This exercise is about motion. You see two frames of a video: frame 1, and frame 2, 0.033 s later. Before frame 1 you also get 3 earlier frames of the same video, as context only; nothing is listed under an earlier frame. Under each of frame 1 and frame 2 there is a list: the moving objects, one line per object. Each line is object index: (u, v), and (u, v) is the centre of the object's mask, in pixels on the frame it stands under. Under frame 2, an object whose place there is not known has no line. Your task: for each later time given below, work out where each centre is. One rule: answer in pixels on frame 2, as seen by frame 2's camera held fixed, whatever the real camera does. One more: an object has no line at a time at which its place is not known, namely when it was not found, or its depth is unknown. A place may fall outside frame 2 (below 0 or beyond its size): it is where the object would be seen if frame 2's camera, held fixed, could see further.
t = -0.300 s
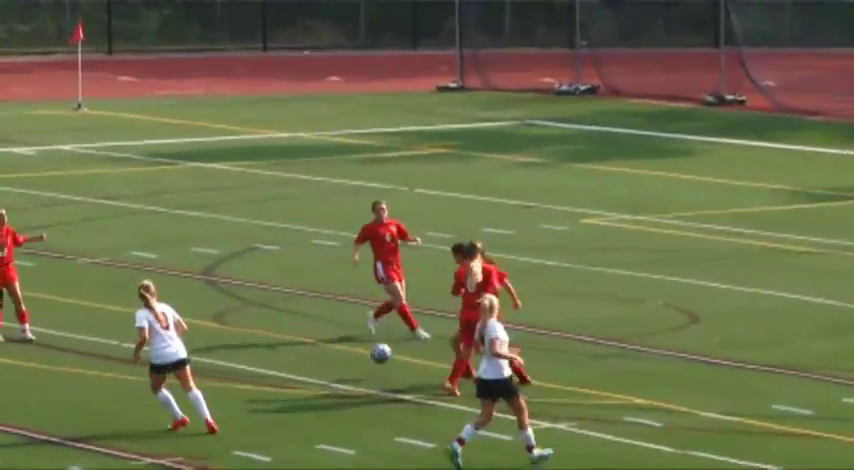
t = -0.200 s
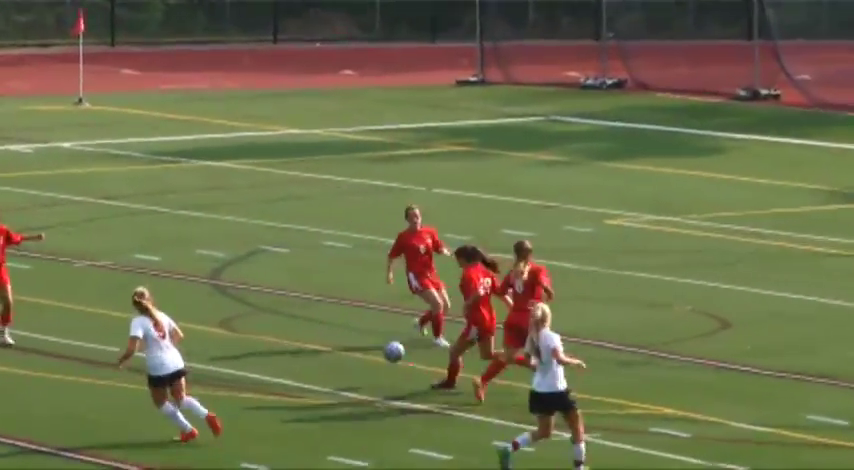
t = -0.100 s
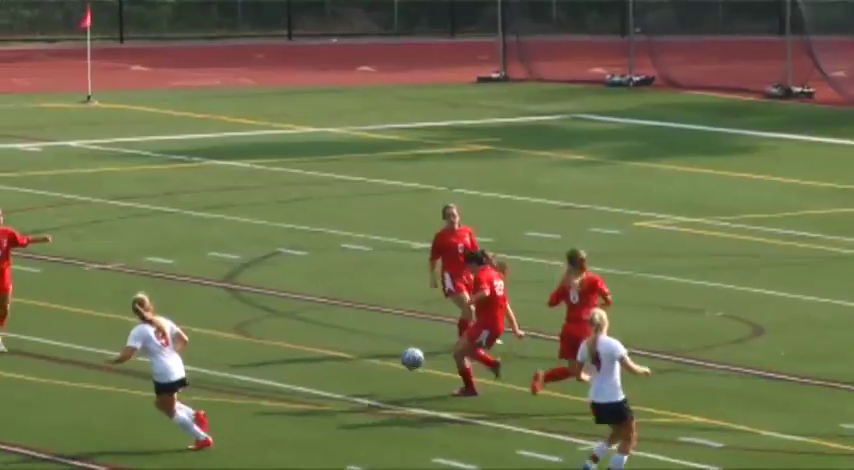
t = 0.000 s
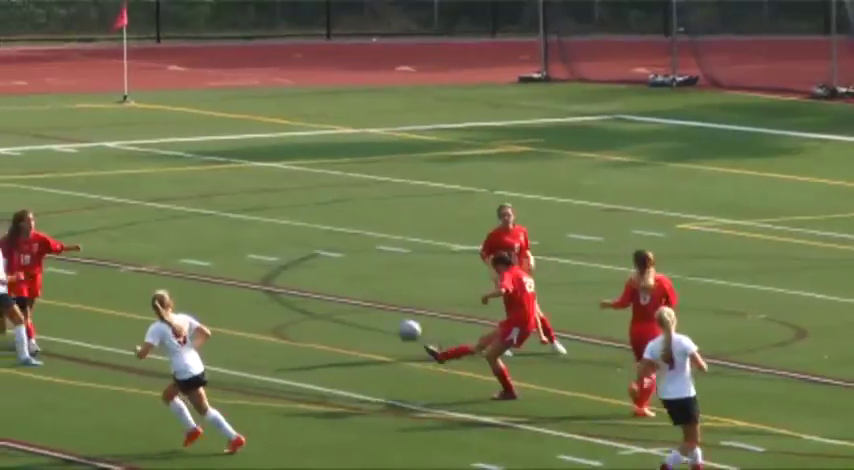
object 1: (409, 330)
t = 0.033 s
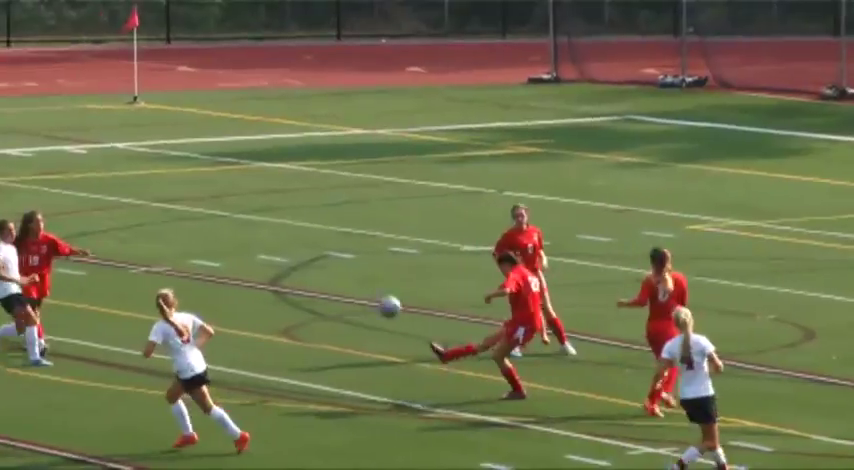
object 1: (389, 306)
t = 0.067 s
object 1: (360, 283)
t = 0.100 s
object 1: (331, 260)
